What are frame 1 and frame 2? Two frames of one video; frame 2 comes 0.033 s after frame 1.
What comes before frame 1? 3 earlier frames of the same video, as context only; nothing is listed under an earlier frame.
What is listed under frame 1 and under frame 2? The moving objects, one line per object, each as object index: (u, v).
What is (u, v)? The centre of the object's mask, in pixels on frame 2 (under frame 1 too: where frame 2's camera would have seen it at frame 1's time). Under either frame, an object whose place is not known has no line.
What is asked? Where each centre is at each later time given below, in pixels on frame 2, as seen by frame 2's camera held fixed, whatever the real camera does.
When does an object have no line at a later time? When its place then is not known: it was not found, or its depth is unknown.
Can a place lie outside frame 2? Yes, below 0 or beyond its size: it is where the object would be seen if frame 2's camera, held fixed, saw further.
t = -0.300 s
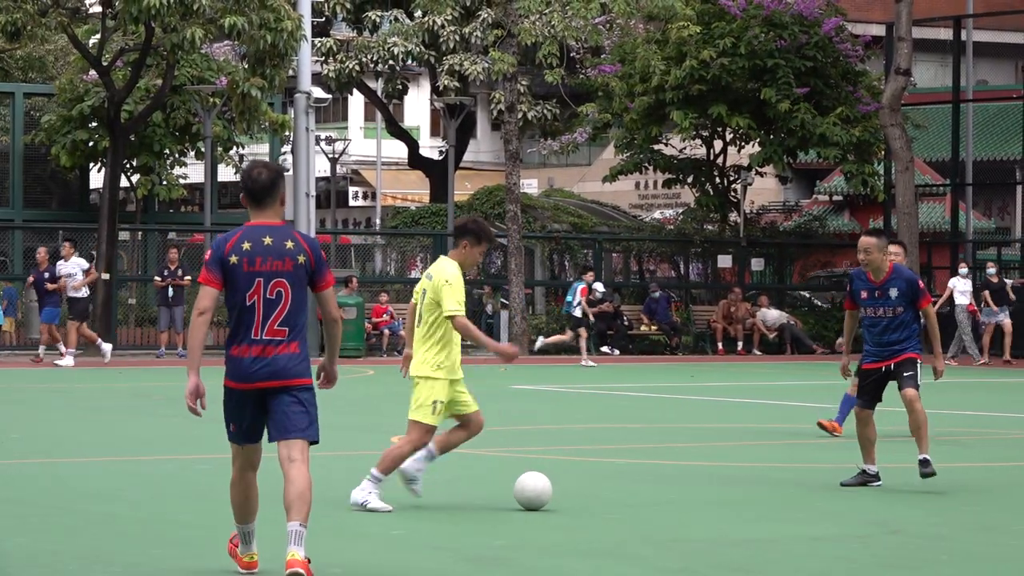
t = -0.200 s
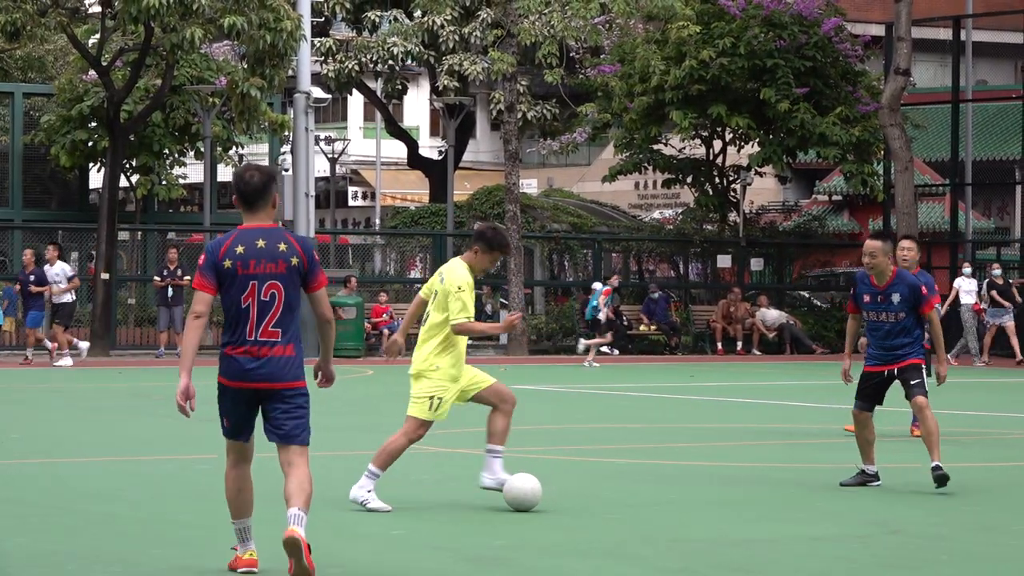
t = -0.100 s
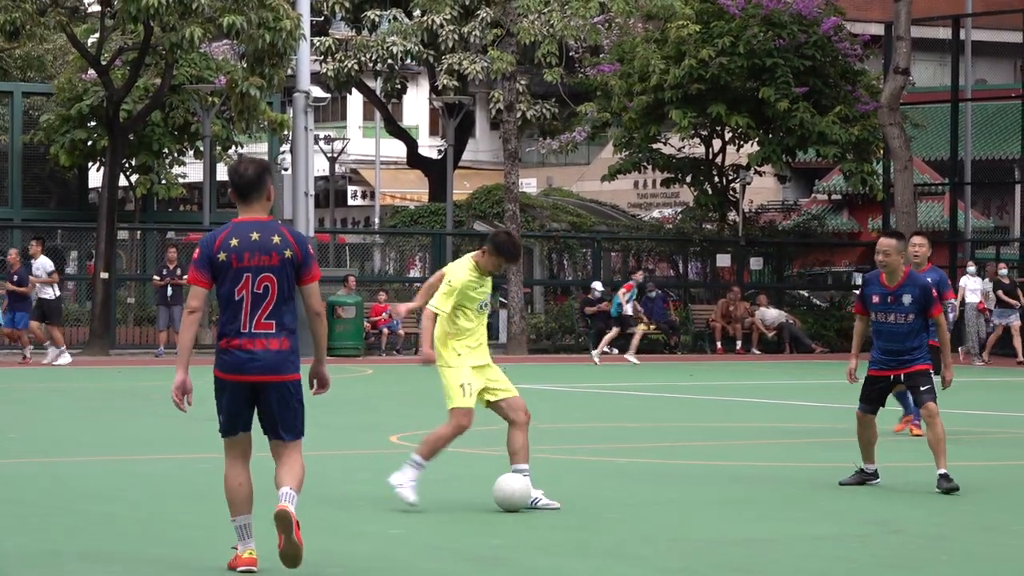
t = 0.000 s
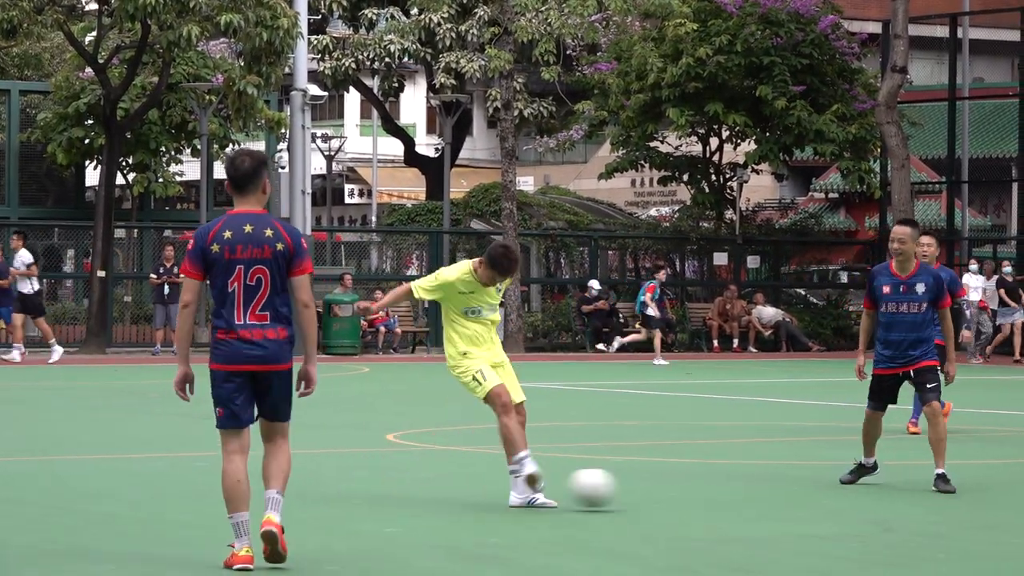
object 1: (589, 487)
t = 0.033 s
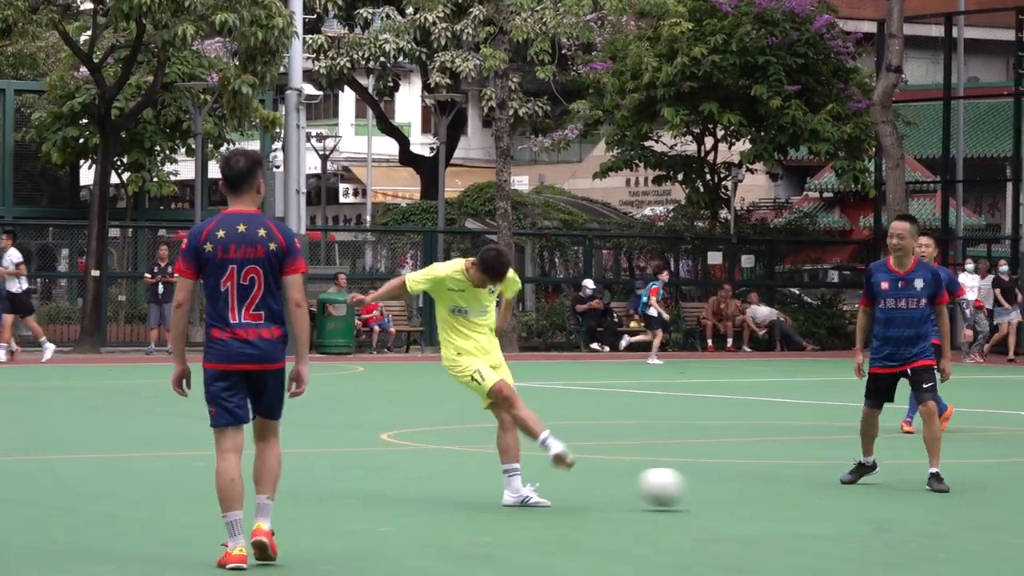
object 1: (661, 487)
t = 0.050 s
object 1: (698, 487)
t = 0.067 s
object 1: (732, 488)
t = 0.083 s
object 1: (767, 489)
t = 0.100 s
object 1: (802, 491)
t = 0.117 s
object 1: (833, 491)
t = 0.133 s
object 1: (866, 490)
